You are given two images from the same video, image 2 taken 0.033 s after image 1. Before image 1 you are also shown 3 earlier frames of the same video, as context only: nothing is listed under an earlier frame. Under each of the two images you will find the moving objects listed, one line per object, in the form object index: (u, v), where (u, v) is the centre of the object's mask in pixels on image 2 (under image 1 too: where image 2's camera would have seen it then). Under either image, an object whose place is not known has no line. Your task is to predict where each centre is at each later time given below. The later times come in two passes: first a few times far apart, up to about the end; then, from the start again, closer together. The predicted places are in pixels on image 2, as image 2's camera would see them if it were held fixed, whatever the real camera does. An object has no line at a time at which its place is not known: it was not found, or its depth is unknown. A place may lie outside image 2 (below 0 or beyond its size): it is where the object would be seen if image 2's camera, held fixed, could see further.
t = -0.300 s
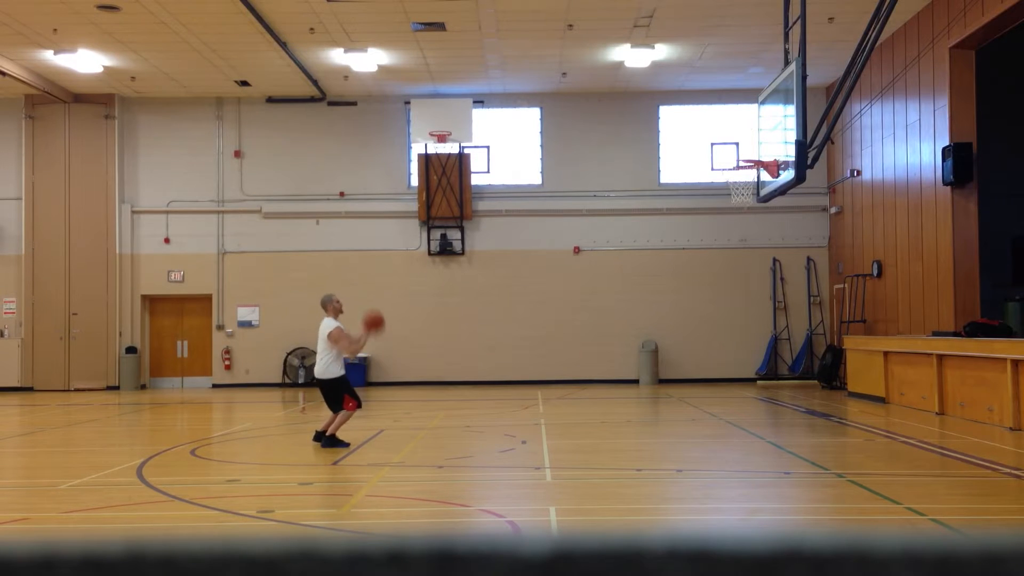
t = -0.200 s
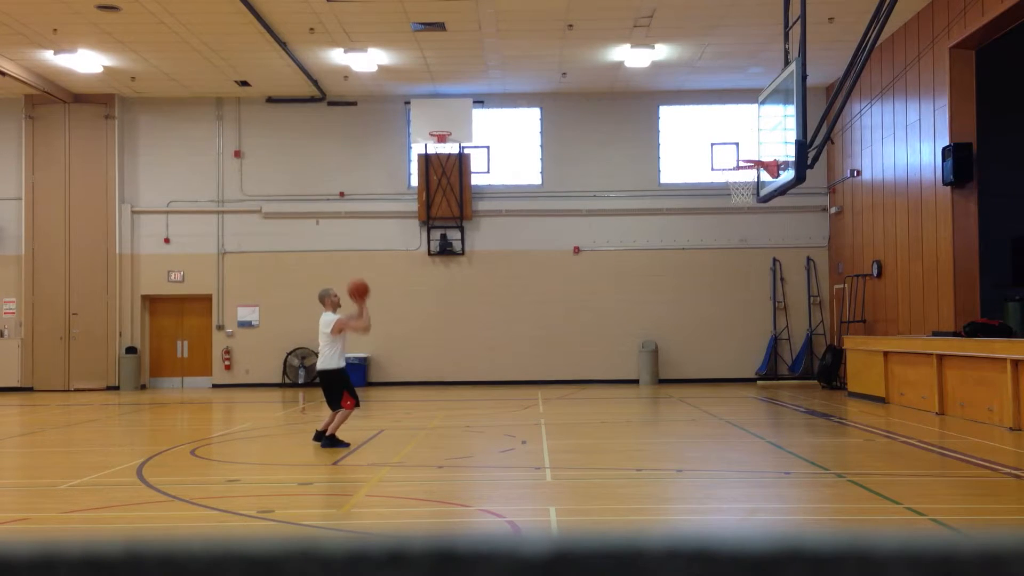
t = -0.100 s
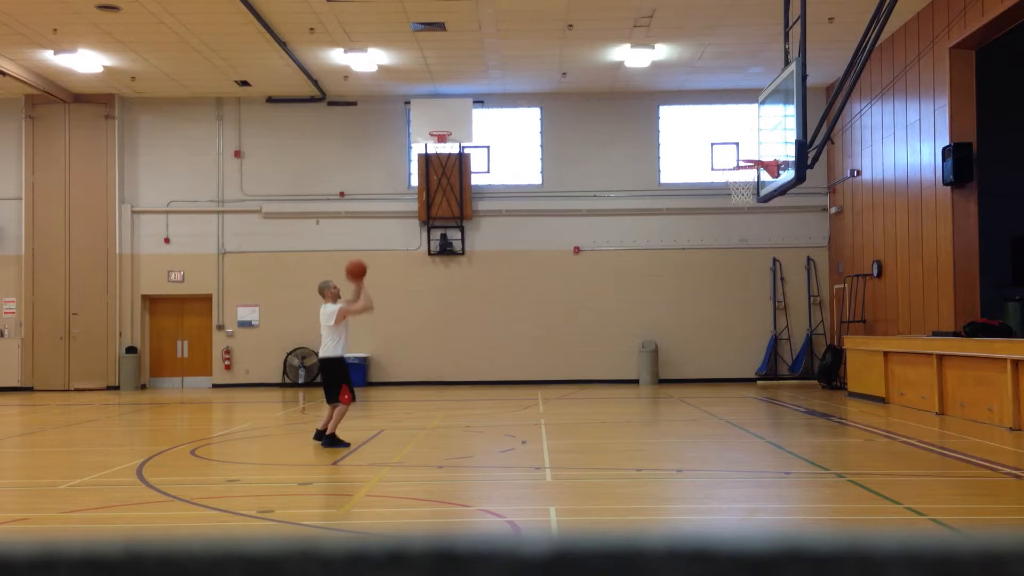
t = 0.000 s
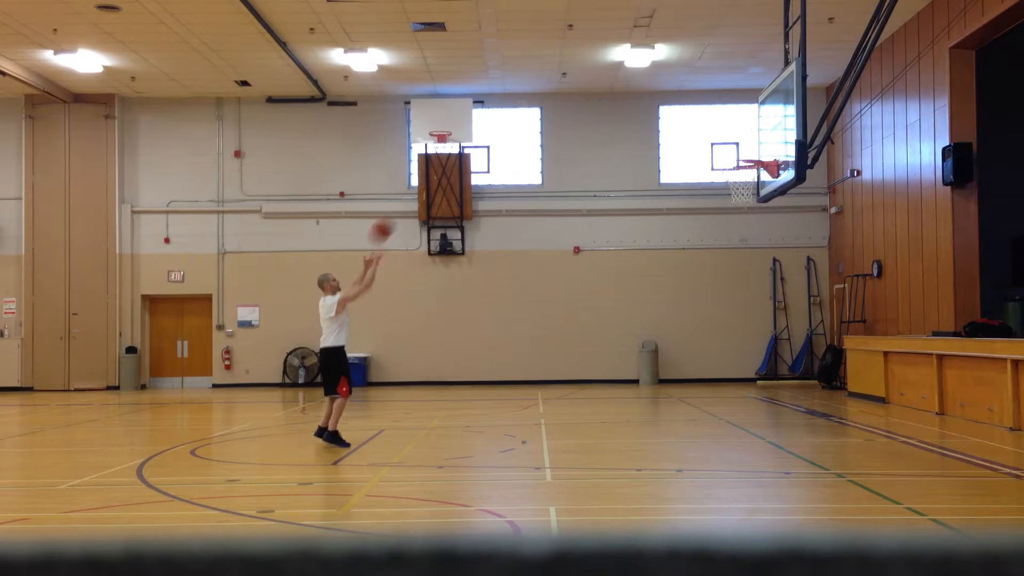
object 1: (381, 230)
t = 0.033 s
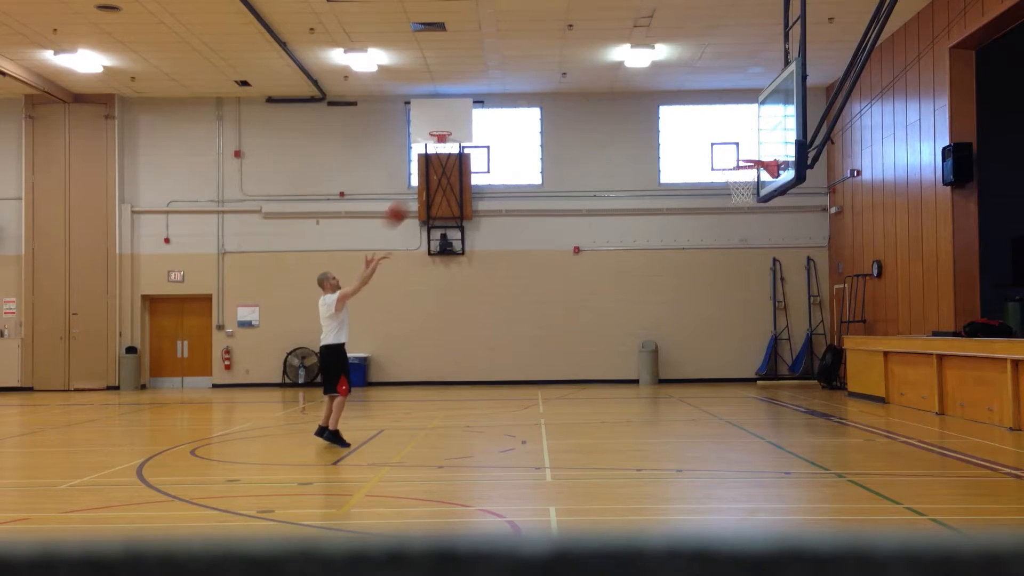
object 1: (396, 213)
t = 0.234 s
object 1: (478, 141)
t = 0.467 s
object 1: (572, 105)
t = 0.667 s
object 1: (650, 109)
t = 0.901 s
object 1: (743, 160)
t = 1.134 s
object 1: (746, 219)
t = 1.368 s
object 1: (740, 307)
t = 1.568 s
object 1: (737, 410)
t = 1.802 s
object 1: (714, 343)
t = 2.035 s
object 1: (692, 298)
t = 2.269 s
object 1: (671, 297)
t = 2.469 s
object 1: (654, 330)
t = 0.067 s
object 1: (409, 198)
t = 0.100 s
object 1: (426, 186)
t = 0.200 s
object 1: (464, 154)
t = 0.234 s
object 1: (478, 141)
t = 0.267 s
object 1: (492, 134)
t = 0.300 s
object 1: (506, 126)
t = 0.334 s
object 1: (519, 120)
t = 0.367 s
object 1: (533, 113)
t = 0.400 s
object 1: (547, 110)
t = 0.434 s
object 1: (559, 106)
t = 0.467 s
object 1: (572, 105)
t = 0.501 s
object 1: (585, 103)
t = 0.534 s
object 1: (598, 103)
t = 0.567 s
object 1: (611, 103)
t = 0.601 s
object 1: (625, 104)
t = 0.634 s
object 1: (638, 106)
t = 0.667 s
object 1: (650, 109)
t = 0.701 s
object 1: (661, 113)
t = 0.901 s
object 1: (743, 160)
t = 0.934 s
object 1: (750, 169)
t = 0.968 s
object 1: (752, 179)
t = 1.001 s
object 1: (750, 189)
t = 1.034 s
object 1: (749, 194)
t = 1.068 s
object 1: (749, 203)
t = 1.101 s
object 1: (748, 211)
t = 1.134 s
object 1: (746, 219)
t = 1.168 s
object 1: (745, 230)
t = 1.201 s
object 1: (744, 241)
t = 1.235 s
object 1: (743, 252)
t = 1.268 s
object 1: (743, 265)
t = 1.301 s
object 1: (742, 278)
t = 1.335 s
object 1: (741, 292)
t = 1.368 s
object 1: (740, 307)
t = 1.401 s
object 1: (739, 321)
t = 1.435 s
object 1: (738, 337)
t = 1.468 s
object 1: (738, 354)
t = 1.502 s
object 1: (737, 371)
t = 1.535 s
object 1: (737, 390)
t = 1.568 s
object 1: (737, 410)
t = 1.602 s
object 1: (735, 420)
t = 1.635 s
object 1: (731, 405)
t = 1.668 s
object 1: (727, 389)
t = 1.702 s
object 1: (724, 377)
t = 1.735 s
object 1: (721, 365)
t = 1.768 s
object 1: (718, 354)
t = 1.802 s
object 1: (714, 343)
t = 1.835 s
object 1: (711, 333)
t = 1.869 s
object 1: (707, 325)
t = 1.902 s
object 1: (704, 317)
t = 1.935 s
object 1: (701, 311)
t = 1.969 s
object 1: (698, 306)
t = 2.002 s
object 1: (695, 301)
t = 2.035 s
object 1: (692, 298)
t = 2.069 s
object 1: (688, 295)
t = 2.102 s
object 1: (685, 293)
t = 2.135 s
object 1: (683, 292)
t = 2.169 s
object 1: (679, 292)
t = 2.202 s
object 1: (677, 293)
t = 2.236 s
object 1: (674, 295)
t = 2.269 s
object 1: (671, 297)
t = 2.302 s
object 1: (668, 300)
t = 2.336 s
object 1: (665, 305)
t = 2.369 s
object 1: (662, 310)
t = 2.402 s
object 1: (660, 316)
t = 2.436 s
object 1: (657, 322)
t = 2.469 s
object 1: (654, 330)
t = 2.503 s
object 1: (652, 338)
